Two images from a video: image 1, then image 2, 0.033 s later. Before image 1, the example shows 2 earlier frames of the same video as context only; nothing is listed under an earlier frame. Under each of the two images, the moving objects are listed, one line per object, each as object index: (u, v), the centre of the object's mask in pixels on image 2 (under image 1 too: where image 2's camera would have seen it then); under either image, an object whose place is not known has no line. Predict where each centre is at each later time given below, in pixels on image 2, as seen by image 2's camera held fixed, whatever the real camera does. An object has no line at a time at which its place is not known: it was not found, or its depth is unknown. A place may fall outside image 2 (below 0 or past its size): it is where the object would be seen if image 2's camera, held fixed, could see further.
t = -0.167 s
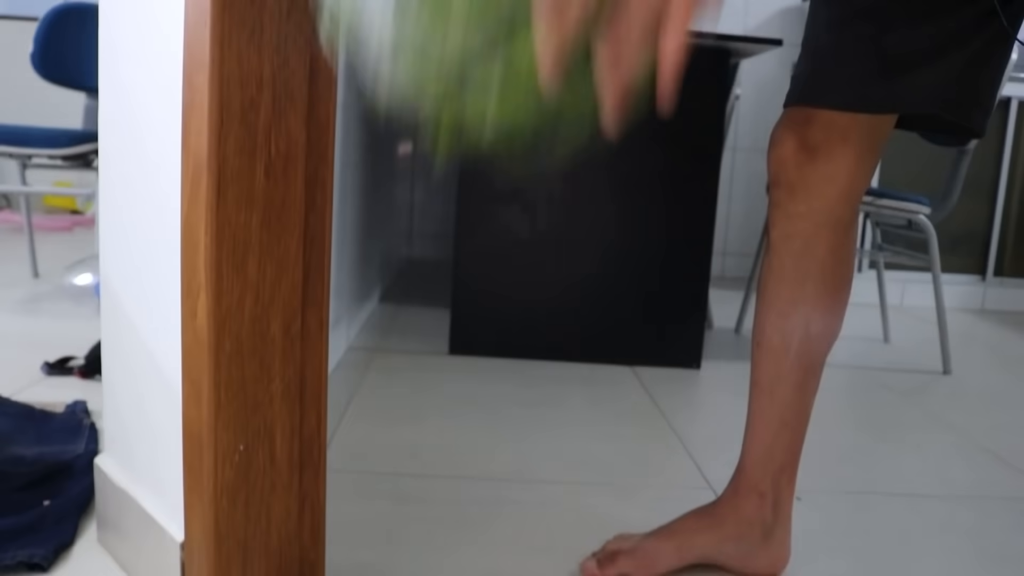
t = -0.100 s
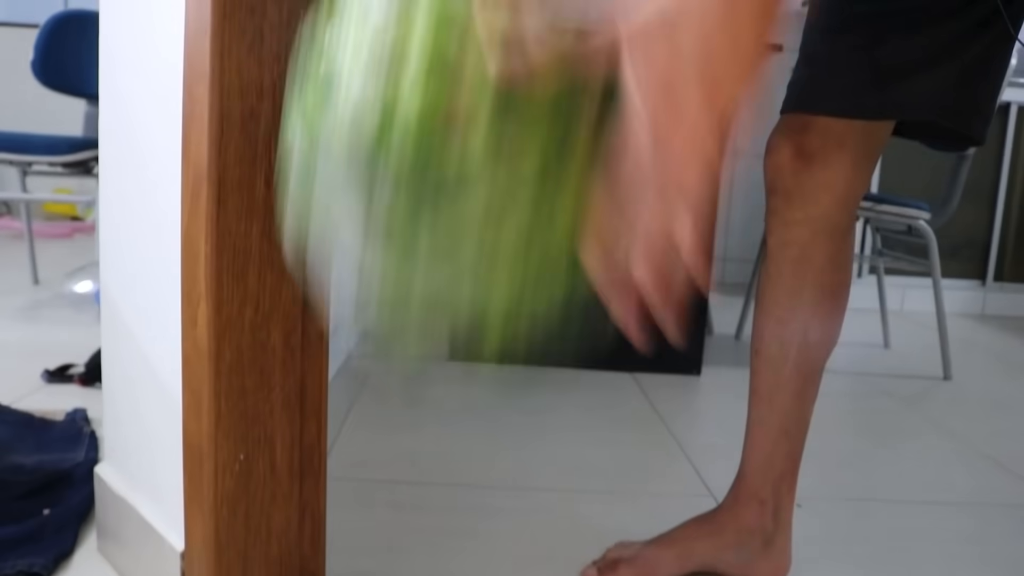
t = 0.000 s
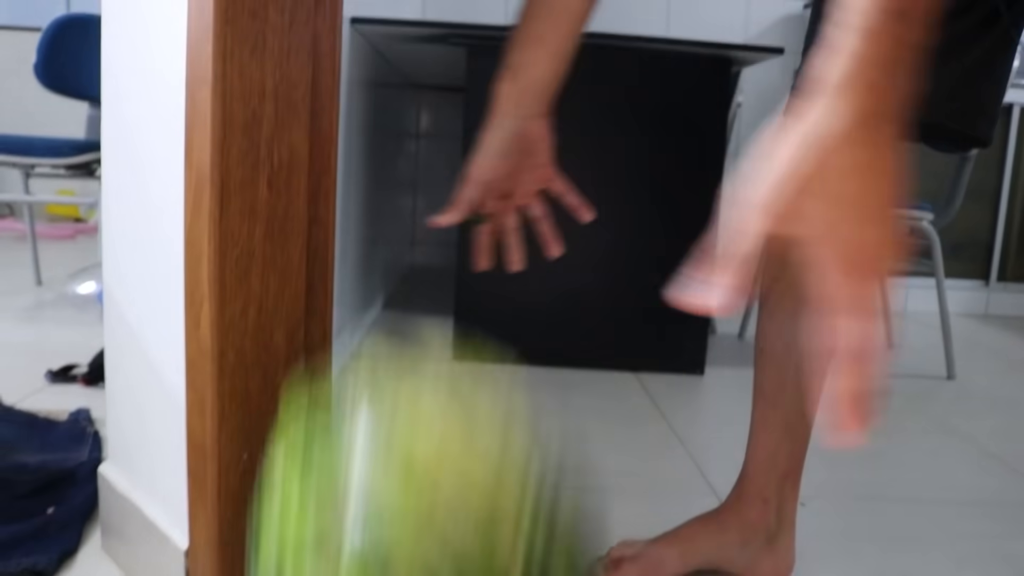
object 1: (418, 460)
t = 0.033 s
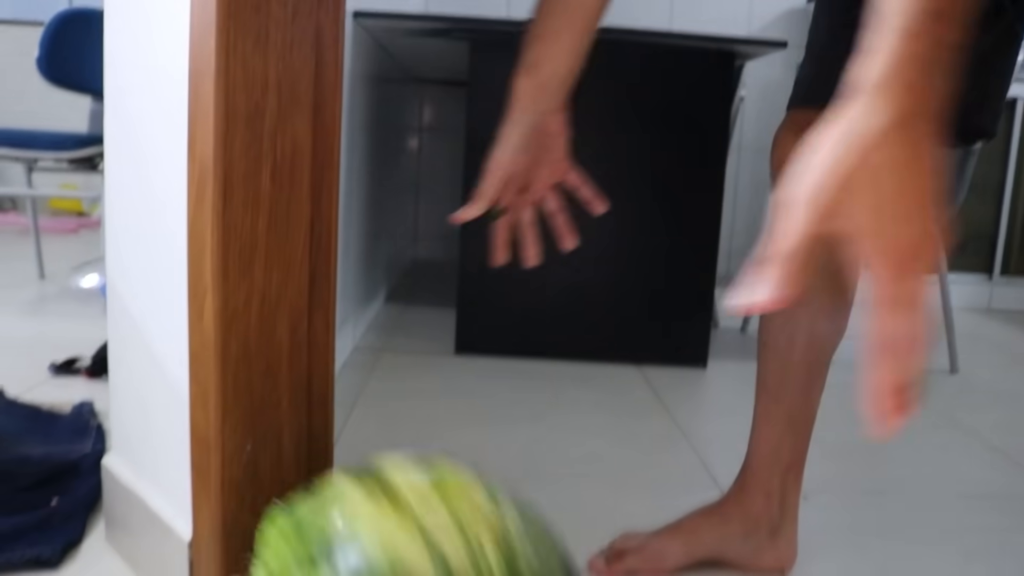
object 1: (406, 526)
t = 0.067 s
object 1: (402, 529)
